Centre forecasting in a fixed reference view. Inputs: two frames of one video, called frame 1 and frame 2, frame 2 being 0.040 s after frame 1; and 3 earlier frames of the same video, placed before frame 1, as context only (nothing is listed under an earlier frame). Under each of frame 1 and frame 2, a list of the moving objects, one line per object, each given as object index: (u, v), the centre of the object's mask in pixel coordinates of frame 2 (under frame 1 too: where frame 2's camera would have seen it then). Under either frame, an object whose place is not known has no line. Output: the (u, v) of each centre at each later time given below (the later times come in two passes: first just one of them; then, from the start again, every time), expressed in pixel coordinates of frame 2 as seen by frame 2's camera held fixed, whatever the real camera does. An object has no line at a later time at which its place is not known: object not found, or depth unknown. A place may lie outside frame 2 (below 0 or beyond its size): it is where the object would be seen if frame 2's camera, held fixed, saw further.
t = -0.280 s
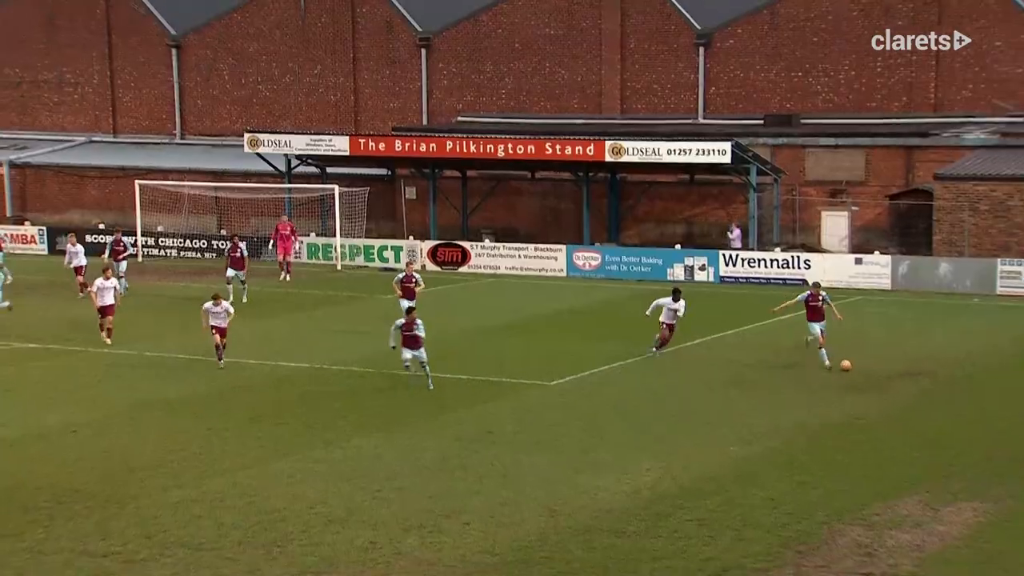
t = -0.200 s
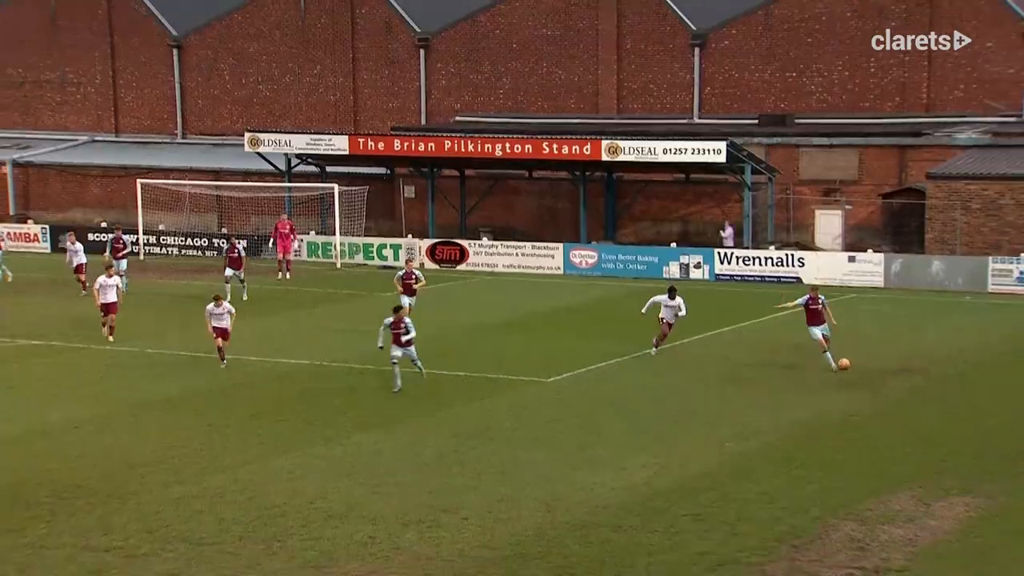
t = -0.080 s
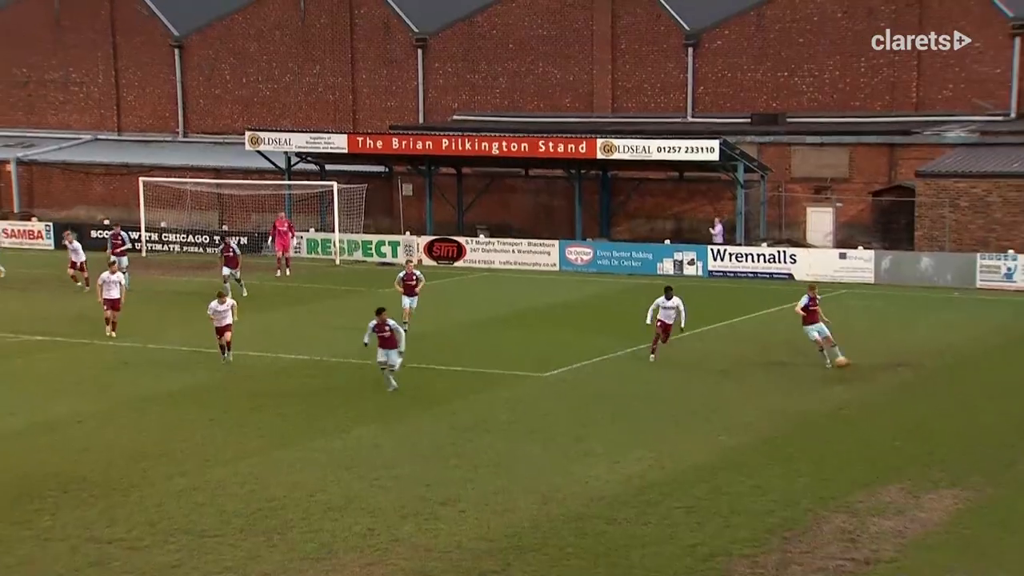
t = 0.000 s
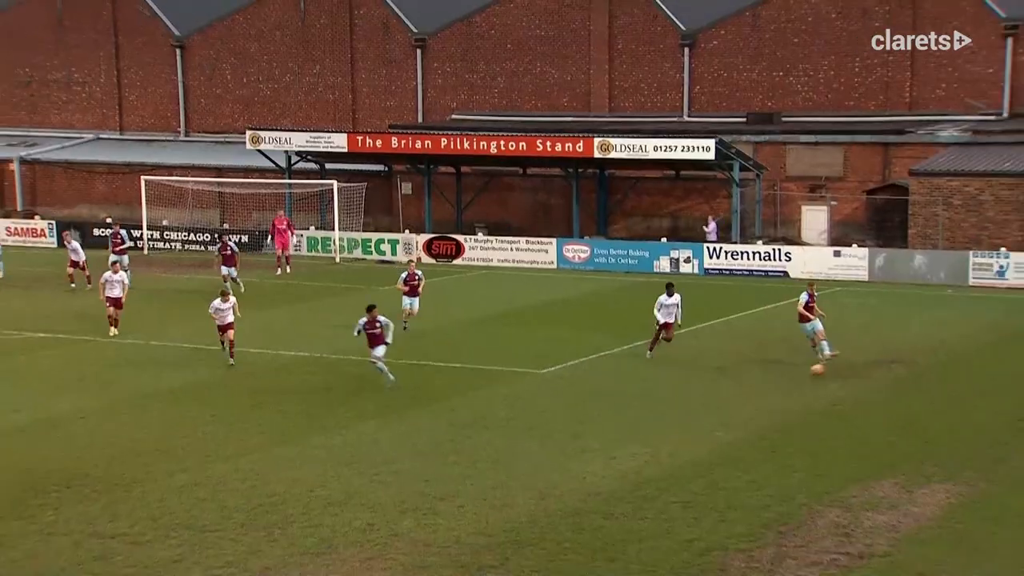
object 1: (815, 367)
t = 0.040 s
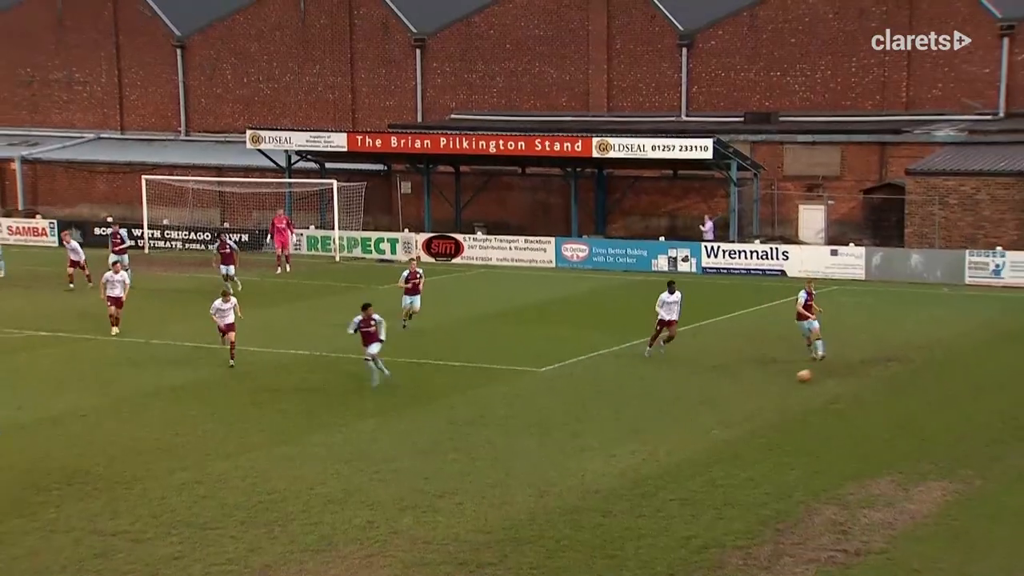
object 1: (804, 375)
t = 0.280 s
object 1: (733, 415)
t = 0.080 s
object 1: (793, 384)
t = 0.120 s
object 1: (781, 389)
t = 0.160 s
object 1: (770, 395)
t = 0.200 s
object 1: (758, 402)
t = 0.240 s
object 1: (745, 410)
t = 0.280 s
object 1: (733, 415)
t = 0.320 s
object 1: (720, 420)
